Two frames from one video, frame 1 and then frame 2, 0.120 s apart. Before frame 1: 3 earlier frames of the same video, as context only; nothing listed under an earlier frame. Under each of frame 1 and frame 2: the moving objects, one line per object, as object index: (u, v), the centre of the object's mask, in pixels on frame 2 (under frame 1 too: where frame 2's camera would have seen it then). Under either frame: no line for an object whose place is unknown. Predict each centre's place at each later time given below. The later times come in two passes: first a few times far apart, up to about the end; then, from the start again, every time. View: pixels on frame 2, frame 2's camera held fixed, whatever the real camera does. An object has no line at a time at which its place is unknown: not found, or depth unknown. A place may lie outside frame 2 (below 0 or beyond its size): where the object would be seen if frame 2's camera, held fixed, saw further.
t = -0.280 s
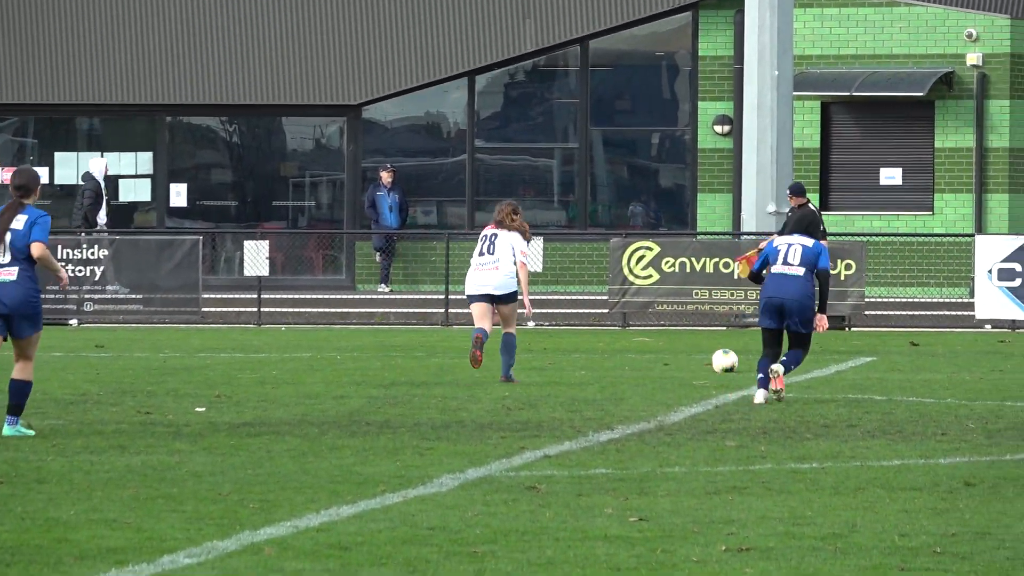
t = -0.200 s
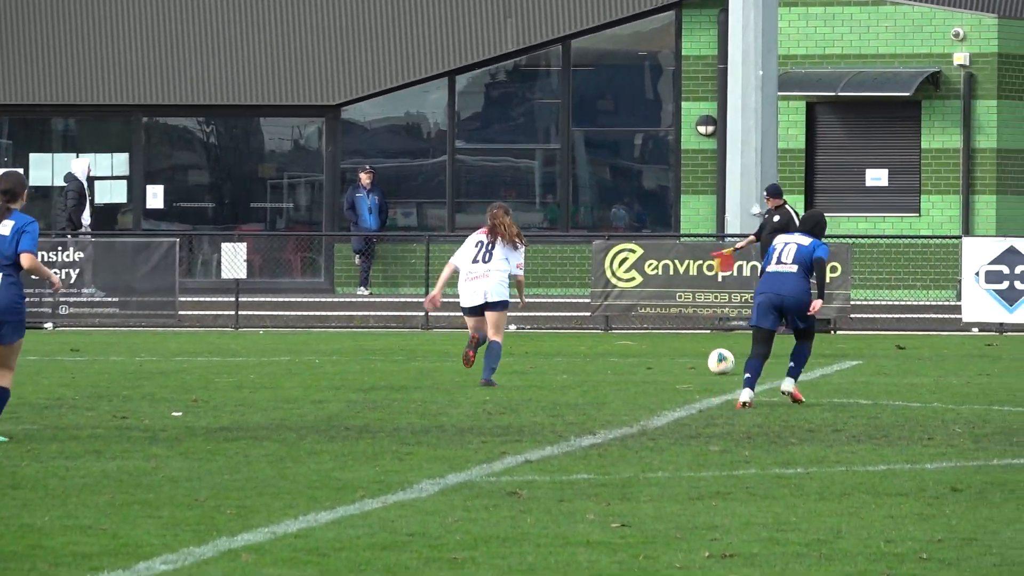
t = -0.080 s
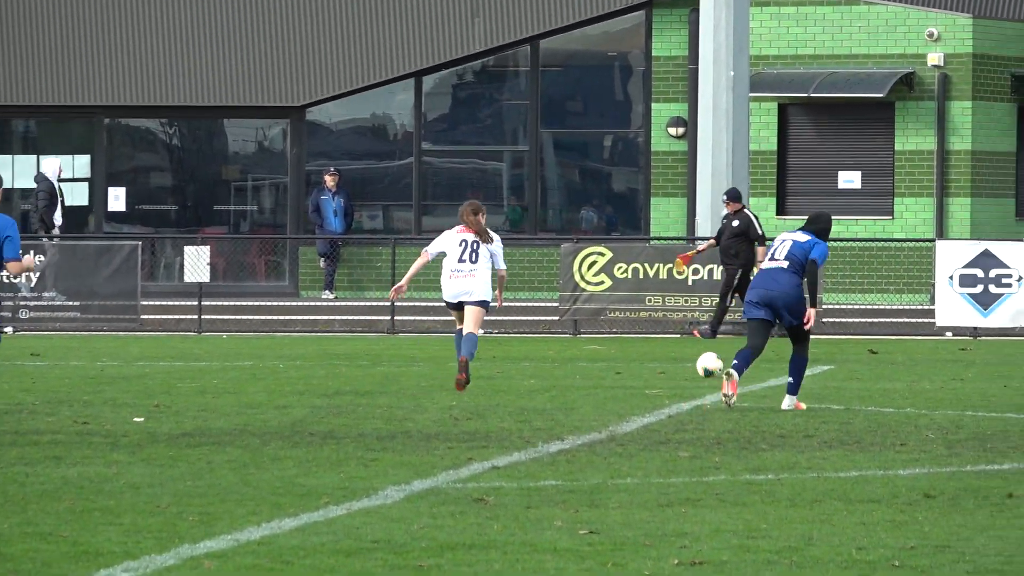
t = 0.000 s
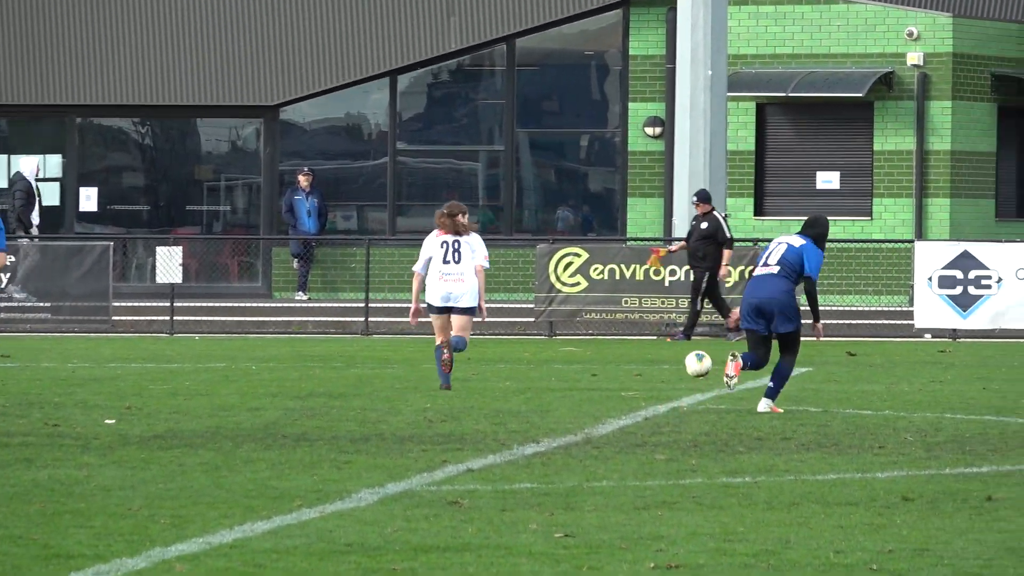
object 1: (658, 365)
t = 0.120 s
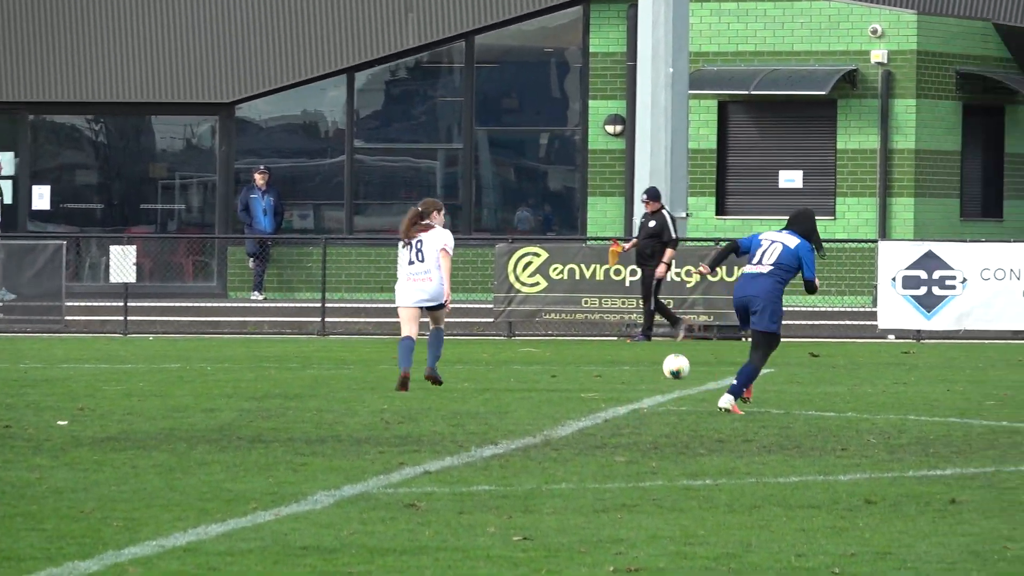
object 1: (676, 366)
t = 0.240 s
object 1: (693, 366)
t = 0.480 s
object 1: (728, 362)
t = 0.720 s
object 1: (762, 365)
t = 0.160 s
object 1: (682, 364)
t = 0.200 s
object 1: (688, 364)
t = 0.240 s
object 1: (693, 366)
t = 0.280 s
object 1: (699, 366)
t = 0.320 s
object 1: (705, 362)
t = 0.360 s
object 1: (711, 360)
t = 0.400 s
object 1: (717, 359)
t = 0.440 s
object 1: (722, 360)
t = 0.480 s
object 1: (728, 362)
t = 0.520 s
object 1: (734, 367)
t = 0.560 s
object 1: (739, 365)
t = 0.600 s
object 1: (745, 364)
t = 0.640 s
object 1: (751, 364)
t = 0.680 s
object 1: (757, 365)
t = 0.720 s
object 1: (762, 365)
